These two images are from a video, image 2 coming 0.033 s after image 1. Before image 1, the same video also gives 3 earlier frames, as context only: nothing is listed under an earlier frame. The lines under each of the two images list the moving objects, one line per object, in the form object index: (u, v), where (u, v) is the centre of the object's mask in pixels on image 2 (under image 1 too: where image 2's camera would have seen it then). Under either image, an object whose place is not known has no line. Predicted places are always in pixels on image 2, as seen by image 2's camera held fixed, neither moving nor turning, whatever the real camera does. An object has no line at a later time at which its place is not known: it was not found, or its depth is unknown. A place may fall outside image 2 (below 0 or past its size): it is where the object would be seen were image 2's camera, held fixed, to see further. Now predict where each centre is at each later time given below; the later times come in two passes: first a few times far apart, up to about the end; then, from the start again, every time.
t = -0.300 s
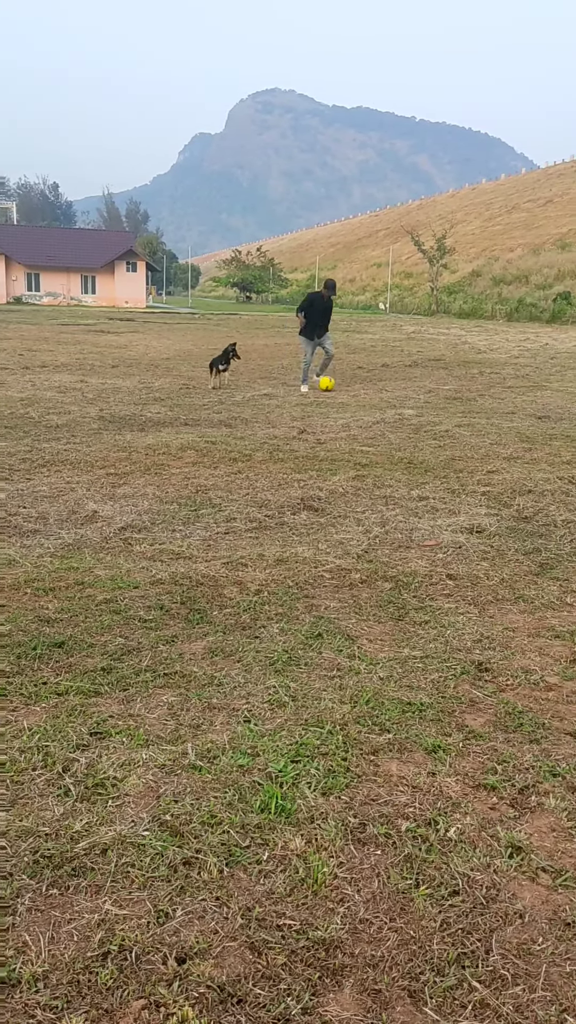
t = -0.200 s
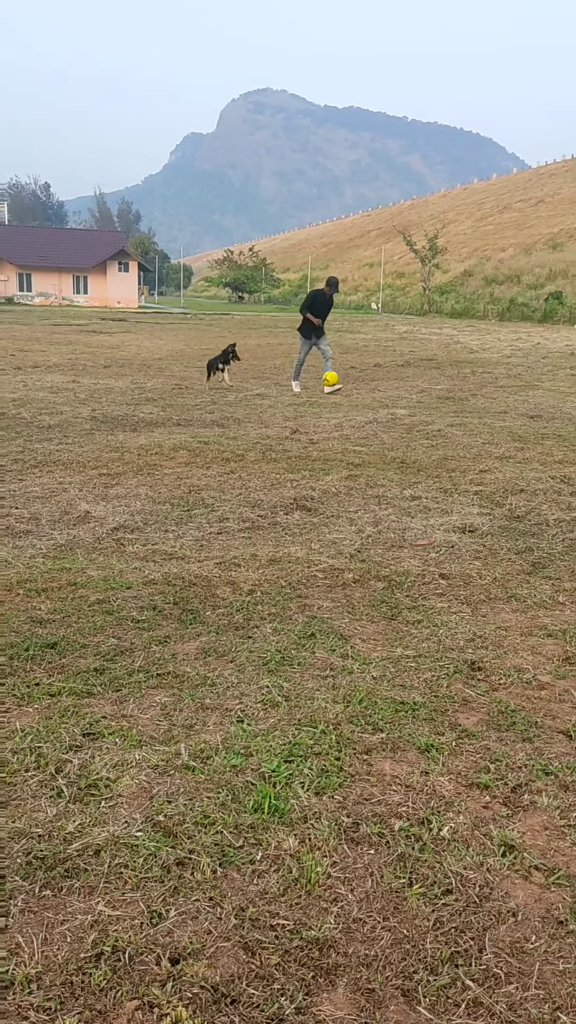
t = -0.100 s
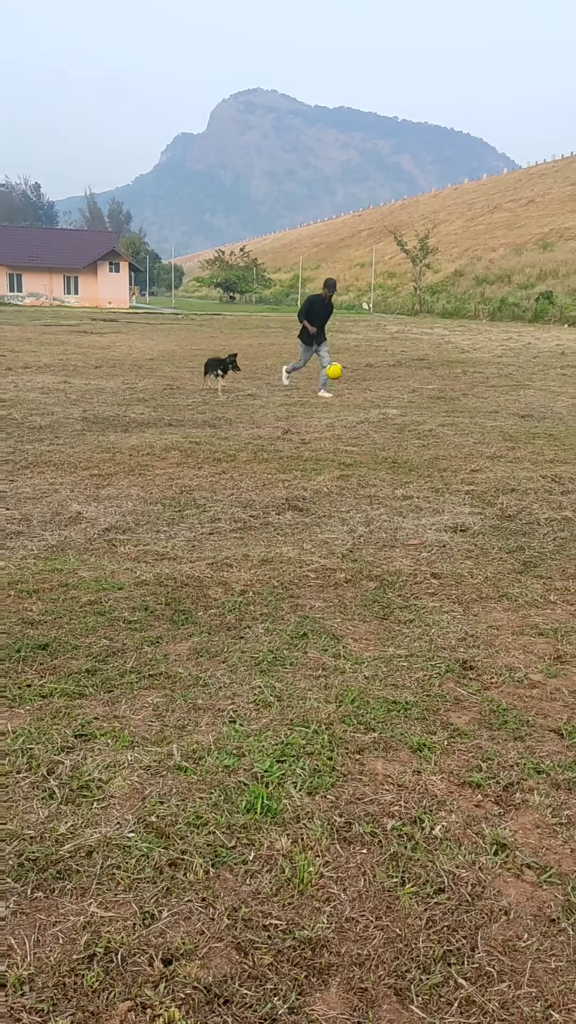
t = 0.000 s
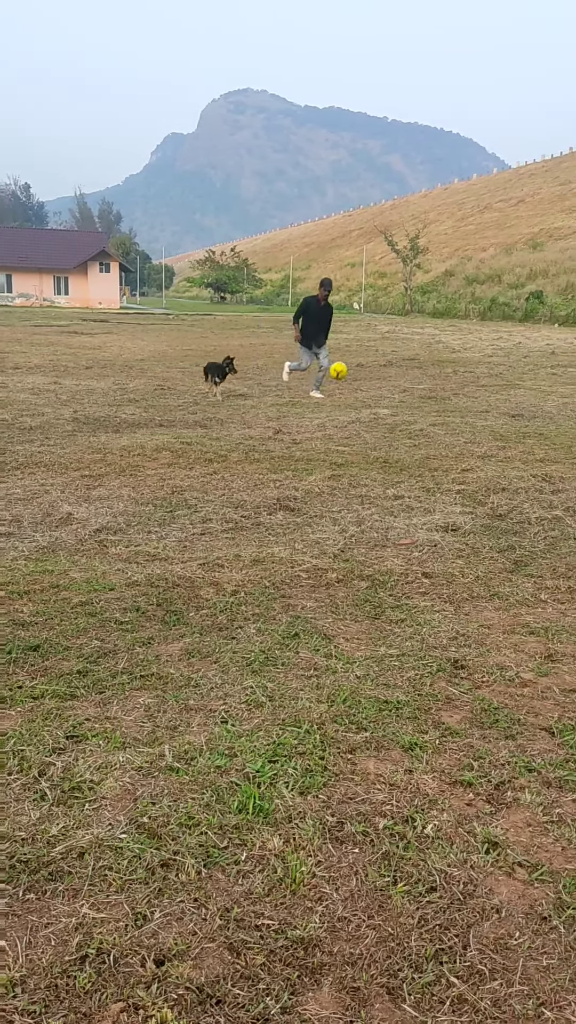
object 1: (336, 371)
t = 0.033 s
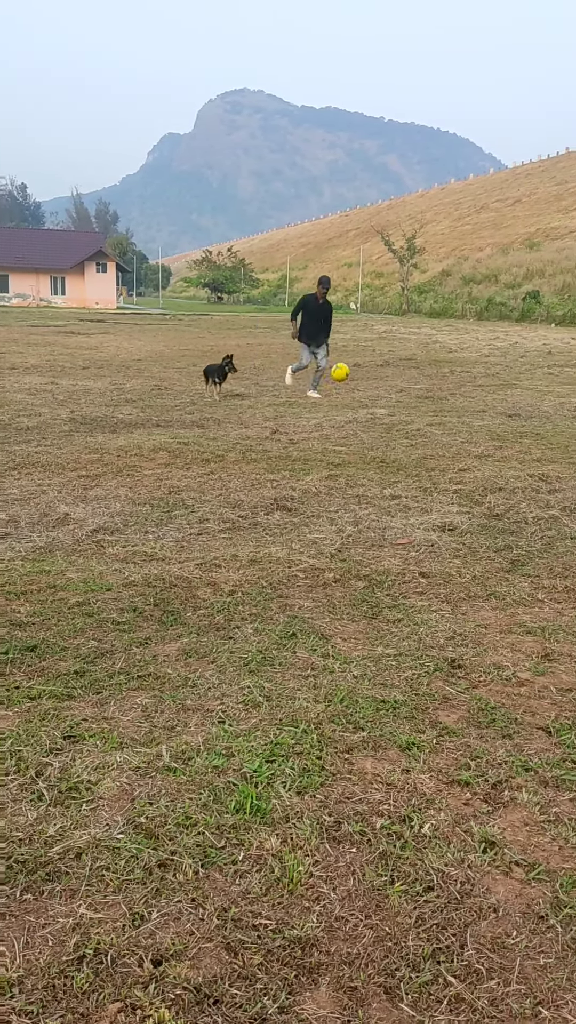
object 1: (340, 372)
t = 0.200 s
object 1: (363, 398)
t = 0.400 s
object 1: (391, 424)
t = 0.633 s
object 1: (431, 440)
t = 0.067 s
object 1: (344, 375)
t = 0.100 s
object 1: (349, 379)
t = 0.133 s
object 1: (353, 384)
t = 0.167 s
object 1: (358, 390)
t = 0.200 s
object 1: (363, 398)
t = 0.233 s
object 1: (367, 407)
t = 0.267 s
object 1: (372, 418)
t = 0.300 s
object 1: (377, 421)
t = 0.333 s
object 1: (381, 421)
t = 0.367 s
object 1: (386, 422)
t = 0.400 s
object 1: (391, 424)
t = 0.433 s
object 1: (396, 428)
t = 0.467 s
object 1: (401, 434)
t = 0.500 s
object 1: (406, 438)
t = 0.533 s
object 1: (412, 437)
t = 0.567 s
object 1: (418, 437)
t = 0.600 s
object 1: (424, 438)
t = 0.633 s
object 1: (431, 440)
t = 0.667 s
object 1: (438, 445)
